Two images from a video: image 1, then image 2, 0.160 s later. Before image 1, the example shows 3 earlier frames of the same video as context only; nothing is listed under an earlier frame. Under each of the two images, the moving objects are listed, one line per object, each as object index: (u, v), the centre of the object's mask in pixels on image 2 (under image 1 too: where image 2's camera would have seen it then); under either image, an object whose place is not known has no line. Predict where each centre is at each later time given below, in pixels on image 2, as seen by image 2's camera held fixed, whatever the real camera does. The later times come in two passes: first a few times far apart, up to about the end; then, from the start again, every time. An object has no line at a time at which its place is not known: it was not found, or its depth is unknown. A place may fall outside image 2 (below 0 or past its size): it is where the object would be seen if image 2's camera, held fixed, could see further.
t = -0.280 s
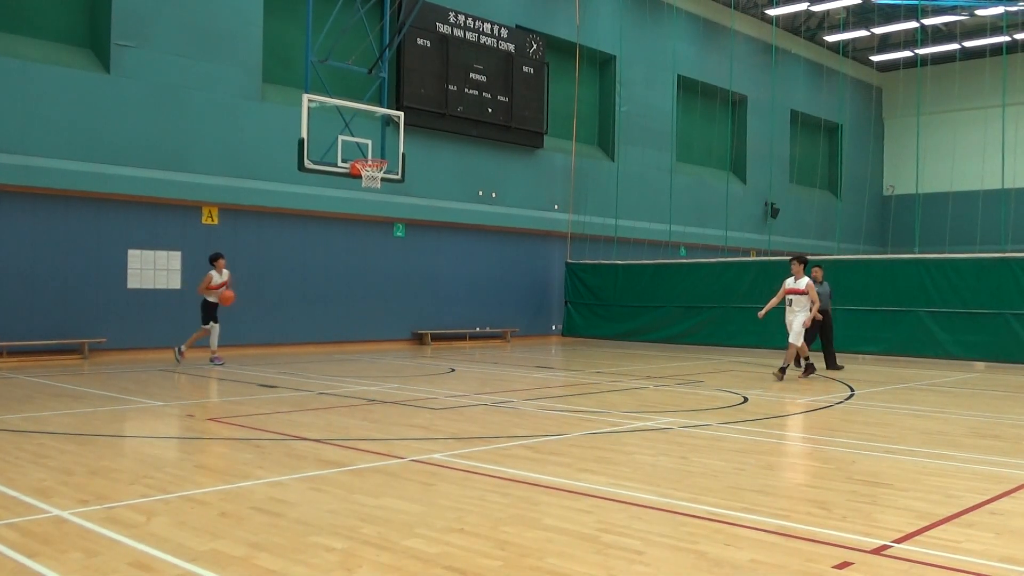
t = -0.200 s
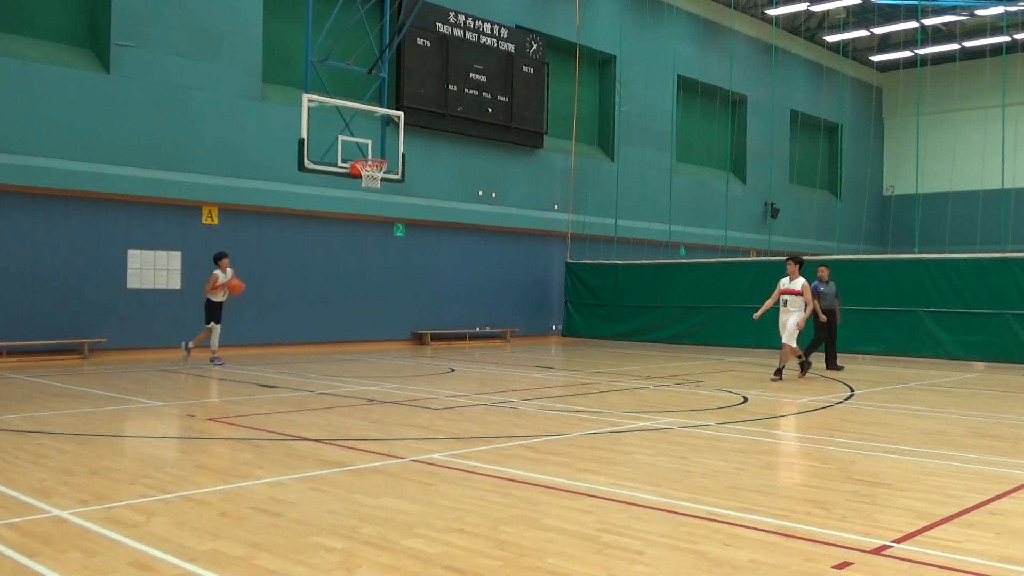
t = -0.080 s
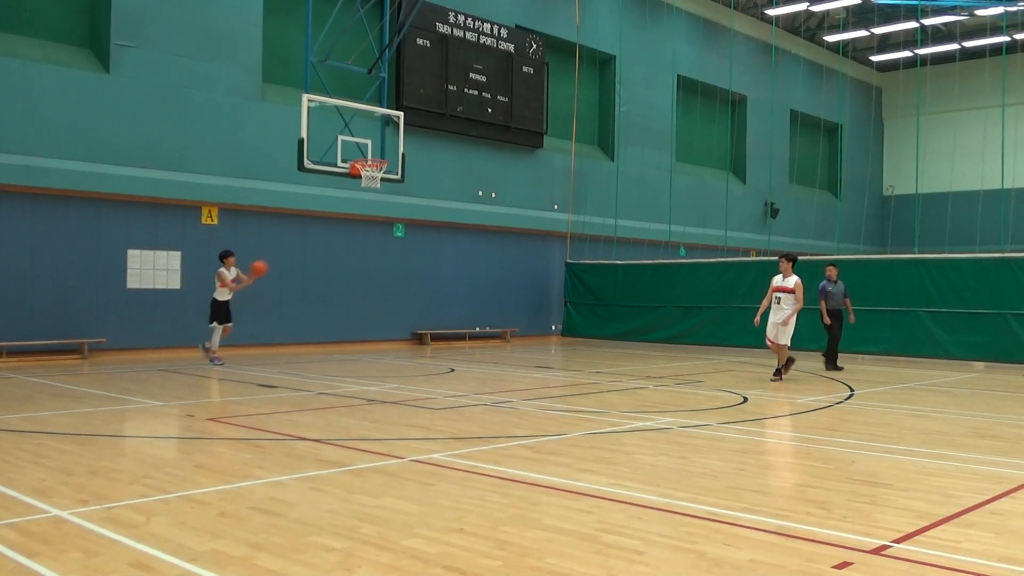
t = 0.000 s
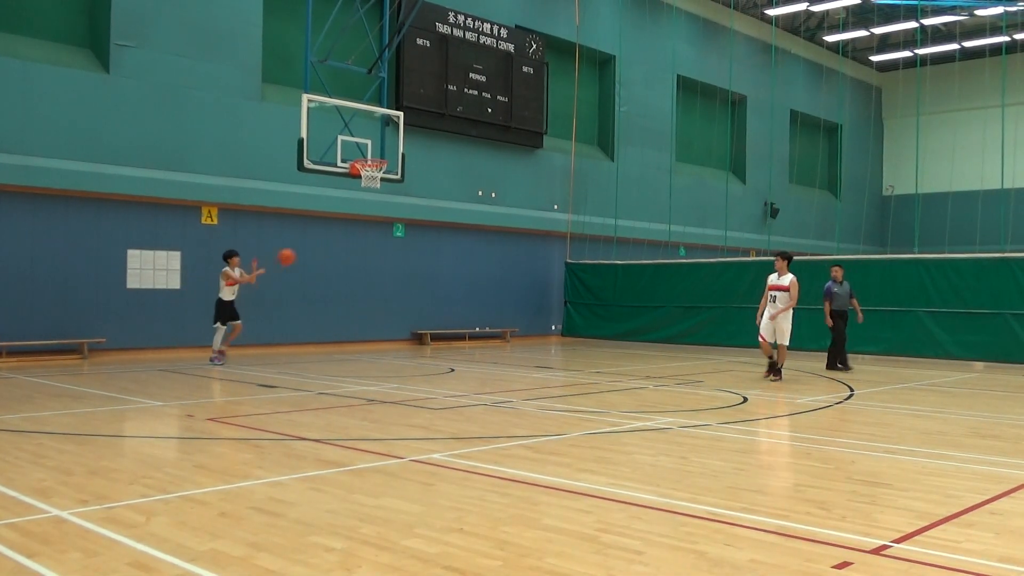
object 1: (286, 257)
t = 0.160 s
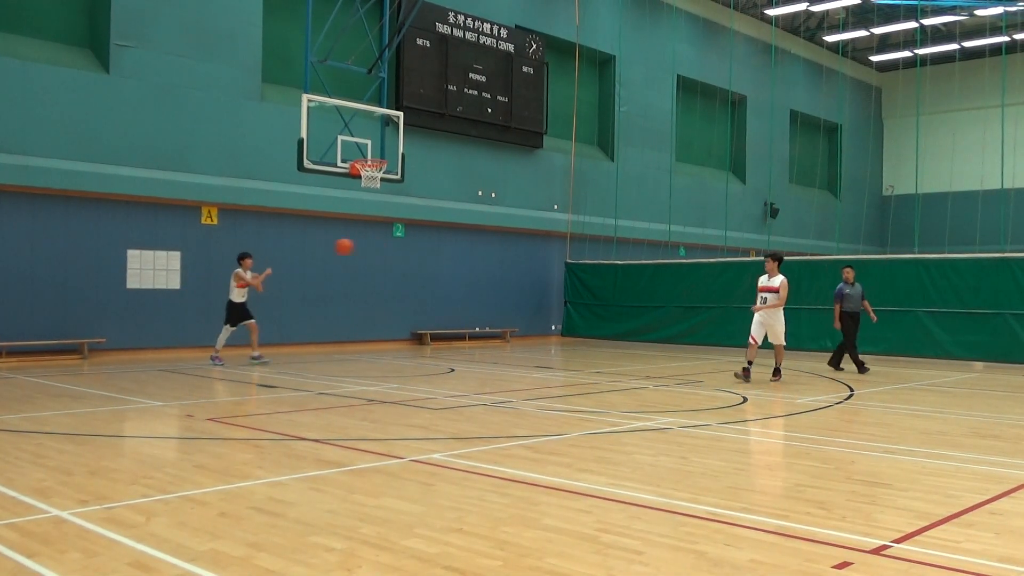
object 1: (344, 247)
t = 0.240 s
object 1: (374, 248)
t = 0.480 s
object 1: (468, 279)
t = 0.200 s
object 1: (359, 247)
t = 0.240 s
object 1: (374, 248)
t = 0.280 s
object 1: (389, 250)
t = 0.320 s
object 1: (405, 254)
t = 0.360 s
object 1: (420, 258)
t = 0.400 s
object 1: (436, 264)
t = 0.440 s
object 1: (452, 270)
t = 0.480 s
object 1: (468, 279)
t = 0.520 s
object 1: (484, 288)
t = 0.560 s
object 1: (500, 298)
